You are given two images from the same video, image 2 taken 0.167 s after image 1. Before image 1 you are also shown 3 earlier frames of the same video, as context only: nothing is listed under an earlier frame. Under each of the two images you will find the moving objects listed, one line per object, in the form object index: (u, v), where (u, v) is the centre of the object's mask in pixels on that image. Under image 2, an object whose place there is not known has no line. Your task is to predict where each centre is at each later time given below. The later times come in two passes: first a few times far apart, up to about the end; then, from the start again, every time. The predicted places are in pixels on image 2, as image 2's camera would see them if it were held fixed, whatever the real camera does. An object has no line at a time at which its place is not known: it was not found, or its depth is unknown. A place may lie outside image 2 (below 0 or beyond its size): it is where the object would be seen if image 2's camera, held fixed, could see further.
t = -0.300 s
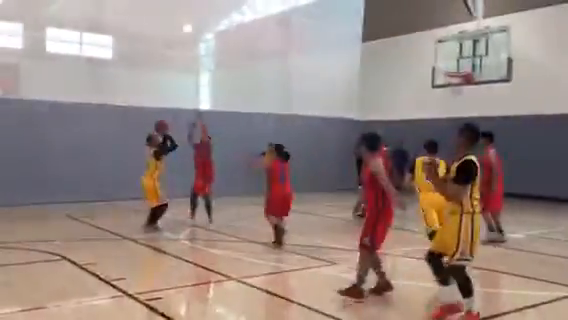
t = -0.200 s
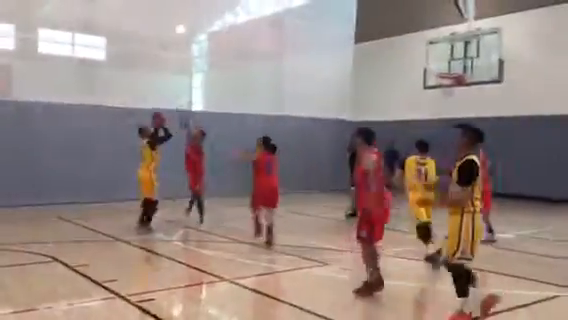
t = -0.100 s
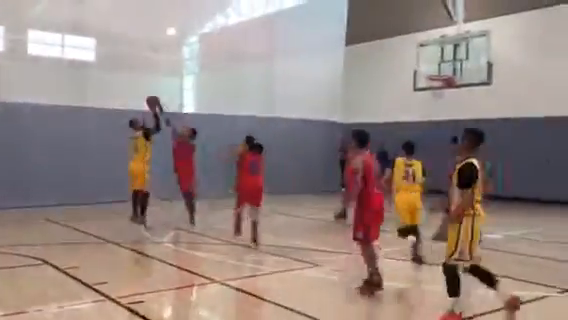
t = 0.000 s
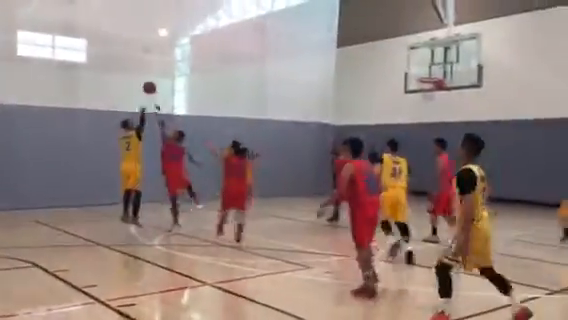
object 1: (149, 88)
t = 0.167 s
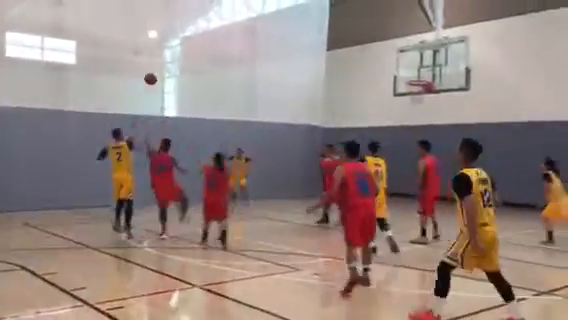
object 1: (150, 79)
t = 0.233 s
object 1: (154, 78)
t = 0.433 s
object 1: (163, 90)
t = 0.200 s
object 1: (152, 78)
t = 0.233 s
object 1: (154, 78)
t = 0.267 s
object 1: (156, 79)
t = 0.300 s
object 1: (157, 81)
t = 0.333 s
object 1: (158, 82)
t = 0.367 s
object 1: (160, 84)
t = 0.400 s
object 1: (161, 87)
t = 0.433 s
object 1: (163, 90)
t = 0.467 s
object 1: (164, 93)
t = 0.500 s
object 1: (165, 97)
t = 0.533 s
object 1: (167, 102)
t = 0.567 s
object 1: (167, 106)
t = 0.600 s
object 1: (168, 111)
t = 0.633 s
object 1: (170, 116)
